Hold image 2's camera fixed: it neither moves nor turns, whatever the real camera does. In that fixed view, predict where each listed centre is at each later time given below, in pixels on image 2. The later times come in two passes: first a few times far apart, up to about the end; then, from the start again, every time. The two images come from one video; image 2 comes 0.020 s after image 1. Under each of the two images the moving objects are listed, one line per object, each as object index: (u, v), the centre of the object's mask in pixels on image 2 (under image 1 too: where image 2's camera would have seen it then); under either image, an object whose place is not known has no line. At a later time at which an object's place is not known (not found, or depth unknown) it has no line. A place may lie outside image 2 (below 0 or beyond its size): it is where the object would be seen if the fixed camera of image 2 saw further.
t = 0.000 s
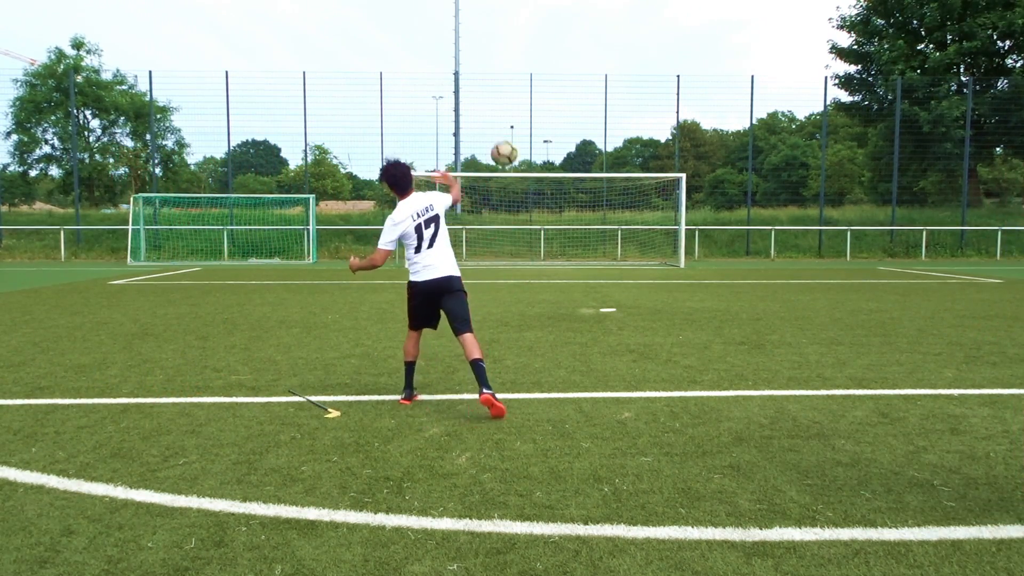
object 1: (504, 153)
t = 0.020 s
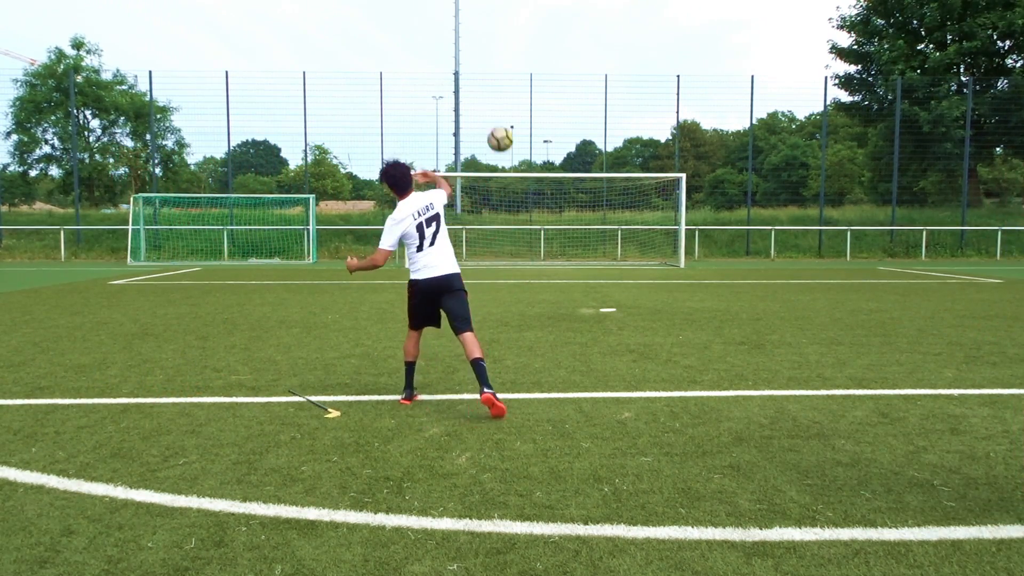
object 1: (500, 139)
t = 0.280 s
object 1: (471, 44)
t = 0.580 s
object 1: (463, 43)
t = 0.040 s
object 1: (496, 126)
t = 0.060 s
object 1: (493, 114)
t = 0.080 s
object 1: (490, 104)
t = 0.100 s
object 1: (487, 94)
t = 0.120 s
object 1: (484, 85)
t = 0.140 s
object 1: (482, 78)
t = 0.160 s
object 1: (480, 71)
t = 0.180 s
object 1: (478, 65)
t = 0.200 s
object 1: (476, 59)
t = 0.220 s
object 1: (475, 54)
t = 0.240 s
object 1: (473, 50)
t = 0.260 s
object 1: (472, 47)
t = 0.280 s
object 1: (471, 44)
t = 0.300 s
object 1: (469, 41)
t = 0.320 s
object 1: (468, 39)
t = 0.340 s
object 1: (468, 37)
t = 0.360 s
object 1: (467, 36)
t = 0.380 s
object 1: (466, 35)
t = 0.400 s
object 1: (466, 34)
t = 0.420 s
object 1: (465, 34)
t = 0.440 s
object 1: (465, 35)
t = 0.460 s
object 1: (464, 35)
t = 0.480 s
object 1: (464, 36)
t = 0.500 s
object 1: (464, 37)
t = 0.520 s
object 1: (463, 38)
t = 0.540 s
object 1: (463, 39)
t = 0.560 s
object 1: (463, 41)
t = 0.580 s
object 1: (463, 43)
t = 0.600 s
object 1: (463, 45)
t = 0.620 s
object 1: (463, 48)
